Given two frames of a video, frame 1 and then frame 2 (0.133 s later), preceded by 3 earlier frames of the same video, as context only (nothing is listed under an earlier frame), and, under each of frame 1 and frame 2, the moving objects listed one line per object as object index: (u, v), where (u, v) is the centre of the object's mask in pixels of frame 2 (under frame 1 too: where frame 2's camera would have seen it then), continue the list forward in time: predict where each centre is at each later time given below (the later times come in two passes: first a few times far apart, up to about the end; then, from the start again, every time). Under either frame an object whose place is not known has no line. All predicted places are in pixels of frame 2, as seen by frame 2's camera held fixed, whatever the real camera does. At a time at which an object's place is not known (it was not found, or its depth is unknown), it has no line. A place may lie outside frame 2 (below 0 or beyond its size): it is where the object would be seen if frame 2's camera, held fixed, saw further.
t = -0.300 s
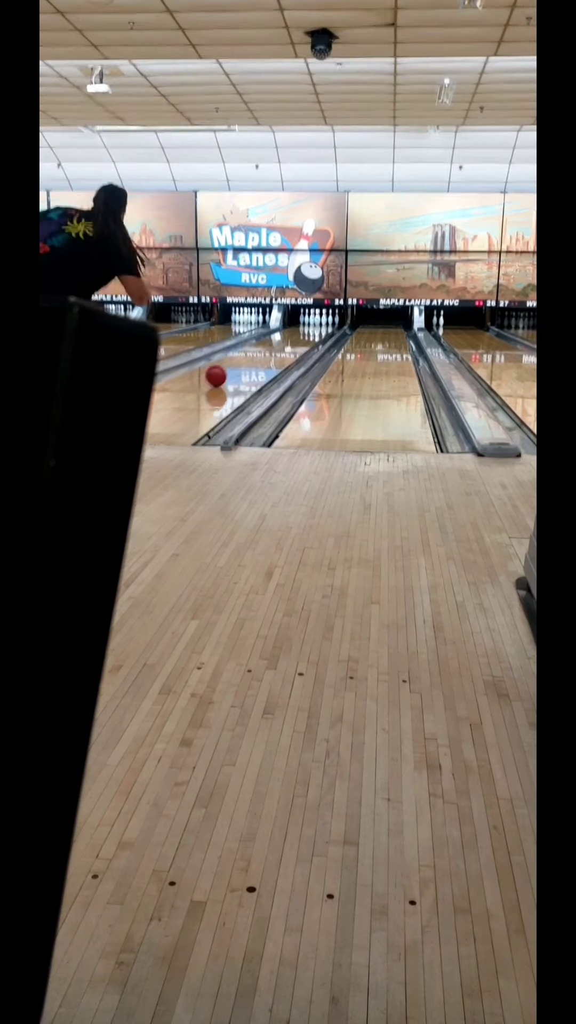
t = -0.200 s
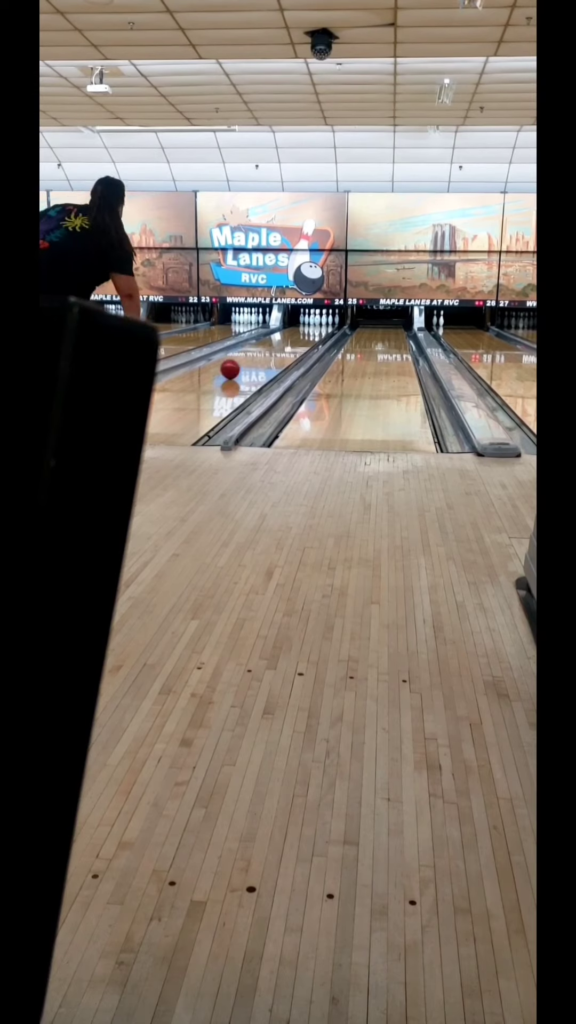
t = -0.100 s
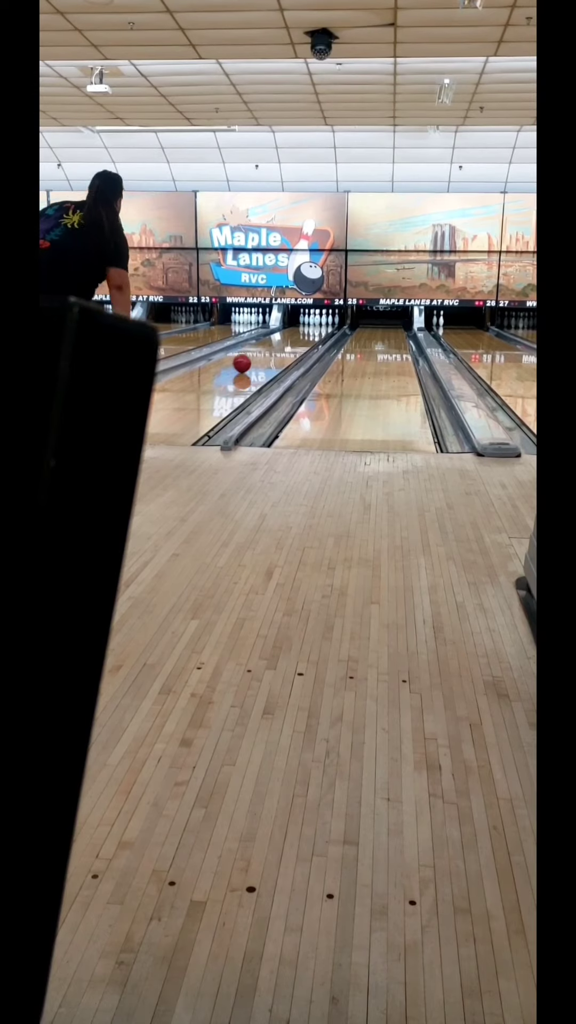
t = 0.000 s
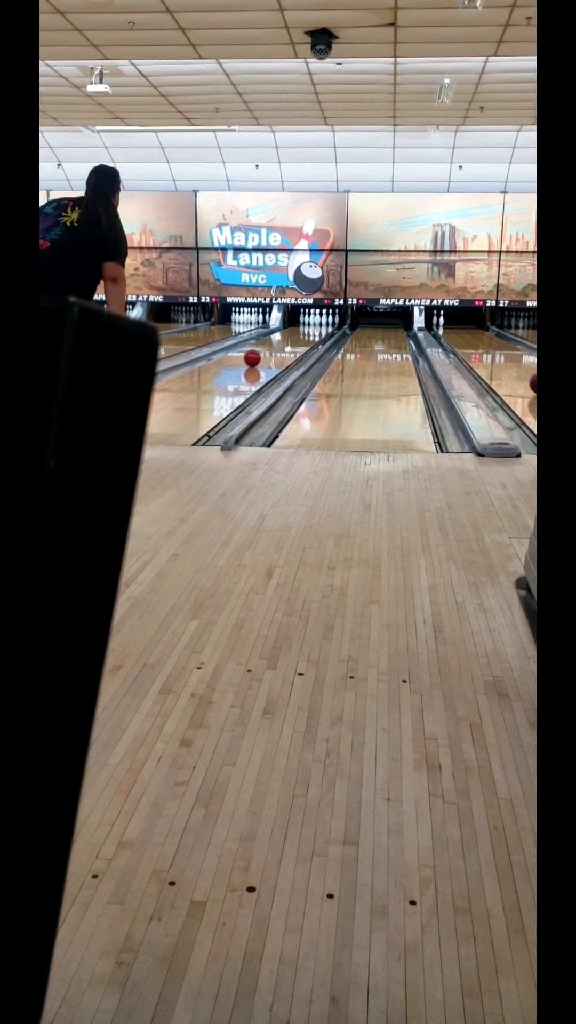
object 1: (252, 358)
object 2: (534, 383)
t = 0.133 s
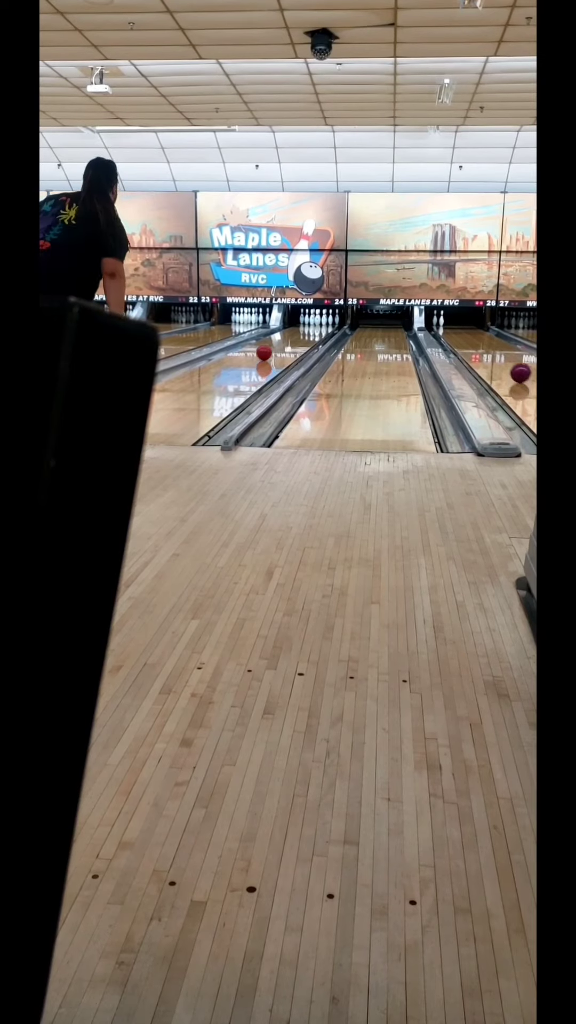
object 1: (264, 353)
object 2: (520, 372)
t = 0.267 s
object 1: (273, 347)
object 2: (504, 365)
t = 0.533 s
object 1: (288, 339)
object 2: (480, 351)
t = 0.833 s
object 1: (300, 333)
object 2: (461, 341)
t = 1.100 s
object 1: (307, 328)
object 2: (450, 335)
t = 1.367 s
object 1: (312, 324)
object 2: (442, 330)
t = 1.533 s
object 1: (314, 322)
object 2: (439, 328)
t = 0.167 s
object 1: (266, 351)
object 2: (516, 371)
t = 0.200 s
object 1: (269, 350)
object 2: (512, 369)
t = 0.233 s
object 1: (271, 349)
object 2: (507, 367)
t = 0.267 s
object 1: (273, 347)
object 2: (504, 365)
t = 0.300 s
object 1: (275, 346)
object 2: (501, 362)
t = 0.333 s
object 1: (278, 345)
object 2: (497, 361)
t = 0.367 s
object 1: (279, 344)
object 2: (494, 359)
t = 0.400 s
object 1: (281, 343)
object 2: (490, 358)
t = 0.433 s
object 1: (283, 342)
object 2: (488, 356)
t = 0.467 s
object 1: (285, 341)
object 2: (485, 355)
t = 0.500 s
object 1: (287, 340)
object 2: (483, 353)
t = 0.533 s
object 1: (288, 339)
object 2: (480, 351)
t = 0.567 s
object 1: (289, 338)
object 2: (477, 350)
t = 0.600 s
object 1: (291, 338)
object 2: (475, 349)
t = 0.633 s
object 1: (293, 337)
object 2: (473, 348)
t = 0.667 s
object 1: (294, 336)
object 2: (471, 347)
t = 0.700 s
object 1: (295, 336)
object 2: (468, 345)
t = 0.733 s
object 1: (296, 334)
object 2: (466, 344)
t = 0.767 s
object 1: (298, 334)
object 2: (465, 343)
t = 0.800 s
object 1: (299, 333)
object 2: (463, 342)
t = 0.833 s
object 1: (300, 333)
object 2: (461, 341)
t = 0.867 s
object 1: (301, 332)
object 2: (459, 340)
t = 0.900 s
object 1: (302, 331)
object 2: (458, 339)
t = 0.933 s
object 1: (303, 330)
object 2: (456, 339)
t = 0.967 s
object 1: (304, 330)
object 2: (455, 338)
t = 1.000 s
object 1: (305, 329)
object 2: (454, 338)
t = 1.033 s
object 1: (306, 329)
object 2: (452, 337)
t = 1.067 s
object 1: (306, 328)
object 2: (451, 336)
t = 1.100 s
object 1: (307, 328)
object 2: (450, 335)
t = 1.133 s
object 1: (308, 328)
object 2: (449, 334)
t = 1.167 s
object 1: (309, 327)
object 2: (448, 334)
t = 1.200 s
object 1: (309, 326)
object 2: (446, 333)
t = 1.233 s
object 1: (310, 326)
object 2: (445, 332)
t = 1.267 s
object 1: (311, 325)
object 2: (445, 332)
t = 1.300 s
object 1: (311, 325)
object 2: (444, 331)
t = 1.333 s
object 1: (312, 324)
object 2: (443, 330)
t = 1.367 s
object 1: (312, 324)
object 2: (442, 330)
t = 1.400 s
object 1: (312, 324)
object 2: (441, 329)
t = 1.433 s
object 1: (313, 323)
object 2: (441, 329)
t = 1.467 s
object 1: (314, 323)
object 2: (440, 328)
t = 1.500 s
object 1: (314, 322)
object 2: (439, 328)
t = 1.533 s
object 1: (314, 322)
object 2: (439, 328)
